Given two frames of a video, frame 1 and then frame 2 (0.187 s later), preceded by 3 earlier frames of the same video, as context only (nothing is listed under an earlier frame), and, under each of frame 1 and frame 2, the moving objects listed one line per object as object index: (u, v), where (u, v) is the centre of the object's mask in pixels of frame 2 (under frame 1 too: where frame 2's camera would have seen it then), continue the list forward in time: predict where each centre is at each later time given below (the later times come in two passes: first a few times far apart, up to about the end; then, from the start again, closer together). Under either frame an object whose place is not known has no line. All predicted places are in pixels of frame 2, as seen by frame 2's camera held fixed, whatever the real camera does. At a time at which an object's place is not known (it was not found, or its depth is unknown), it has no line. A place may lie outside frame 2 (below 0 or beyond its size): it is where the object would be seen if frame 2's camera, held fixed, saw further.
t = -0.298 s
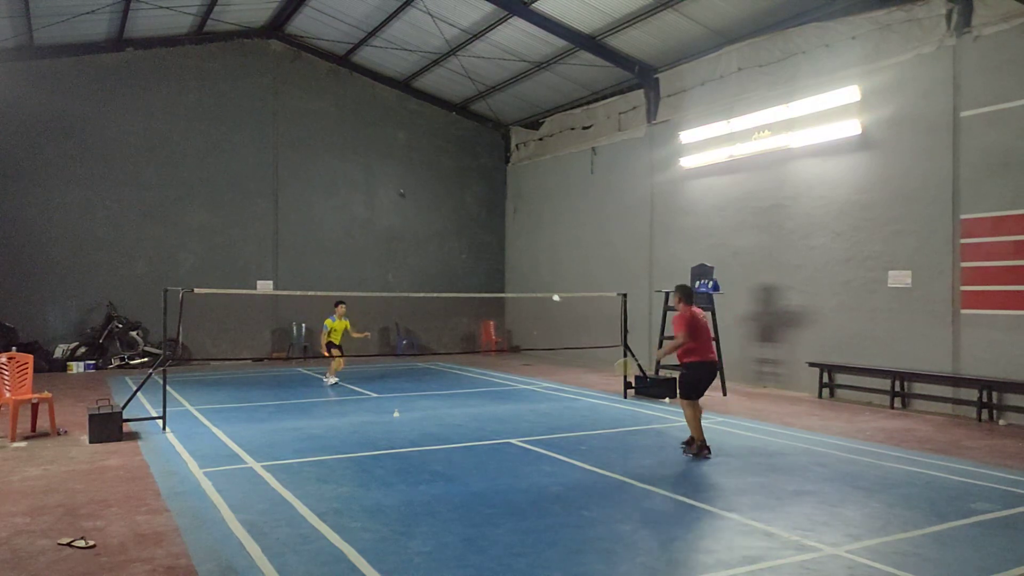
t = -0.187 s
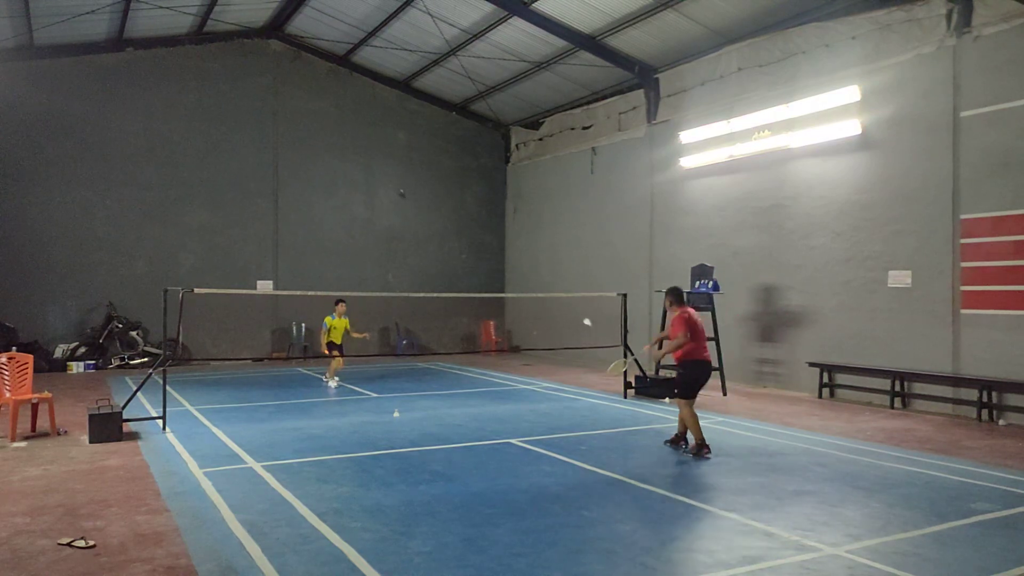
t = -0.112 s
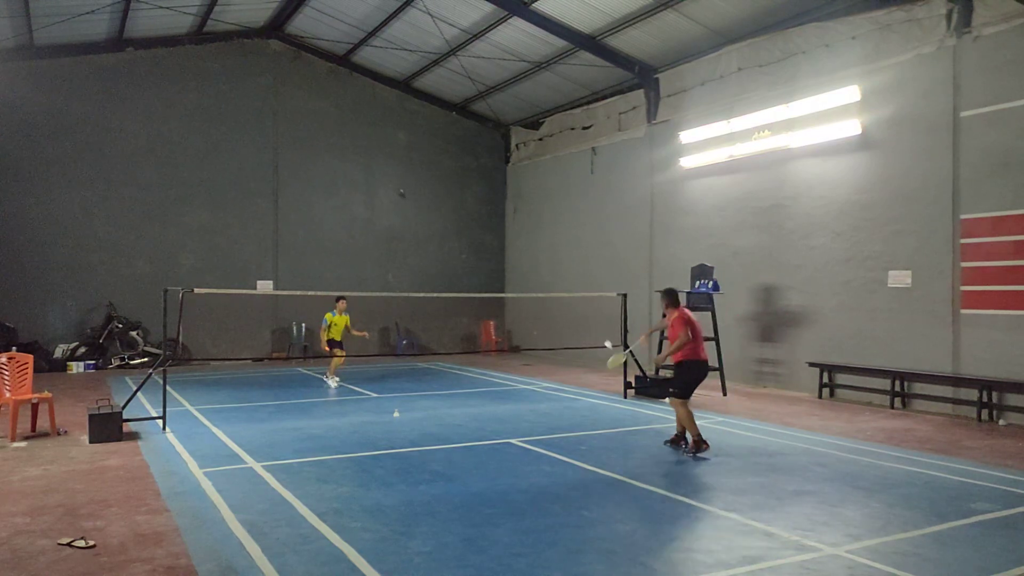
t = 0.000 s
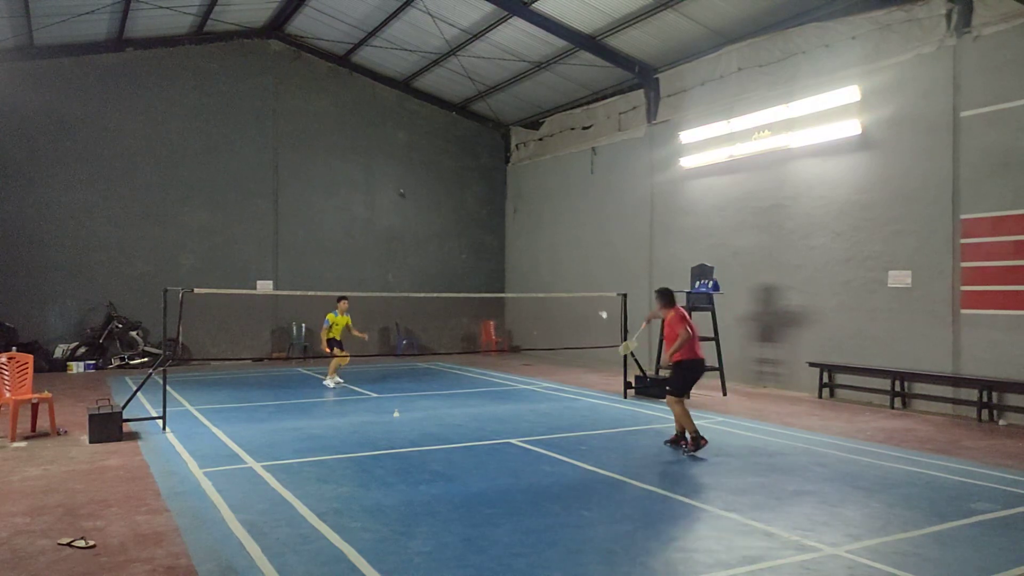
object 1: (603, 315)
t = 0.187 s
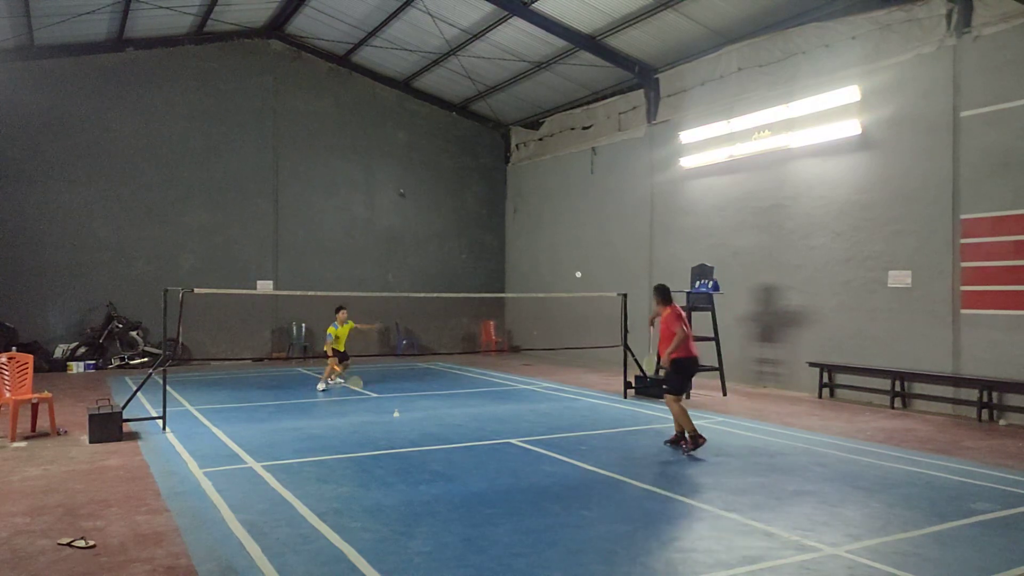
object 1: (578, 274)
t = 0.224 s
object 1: (576, 272)
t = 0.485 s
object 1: (557, 276)
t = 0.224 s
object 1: (576, 272)
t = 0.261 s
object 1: (574, 269)
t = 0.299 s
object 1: (571, 268)
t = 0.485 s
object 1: (557, 276)
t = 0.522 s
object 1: (555, 280)
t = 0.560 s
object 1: (554, 284)
